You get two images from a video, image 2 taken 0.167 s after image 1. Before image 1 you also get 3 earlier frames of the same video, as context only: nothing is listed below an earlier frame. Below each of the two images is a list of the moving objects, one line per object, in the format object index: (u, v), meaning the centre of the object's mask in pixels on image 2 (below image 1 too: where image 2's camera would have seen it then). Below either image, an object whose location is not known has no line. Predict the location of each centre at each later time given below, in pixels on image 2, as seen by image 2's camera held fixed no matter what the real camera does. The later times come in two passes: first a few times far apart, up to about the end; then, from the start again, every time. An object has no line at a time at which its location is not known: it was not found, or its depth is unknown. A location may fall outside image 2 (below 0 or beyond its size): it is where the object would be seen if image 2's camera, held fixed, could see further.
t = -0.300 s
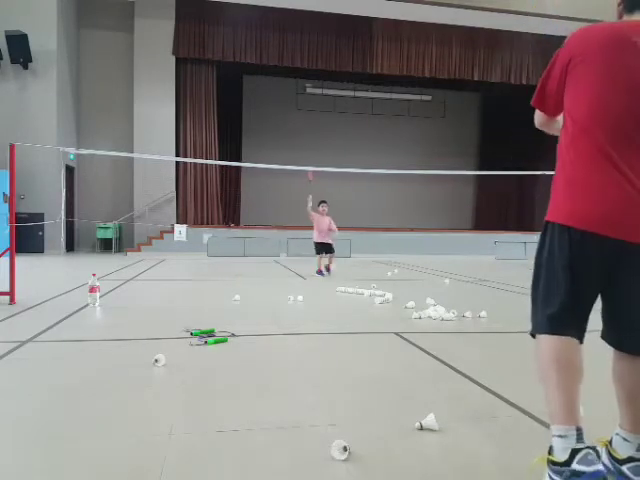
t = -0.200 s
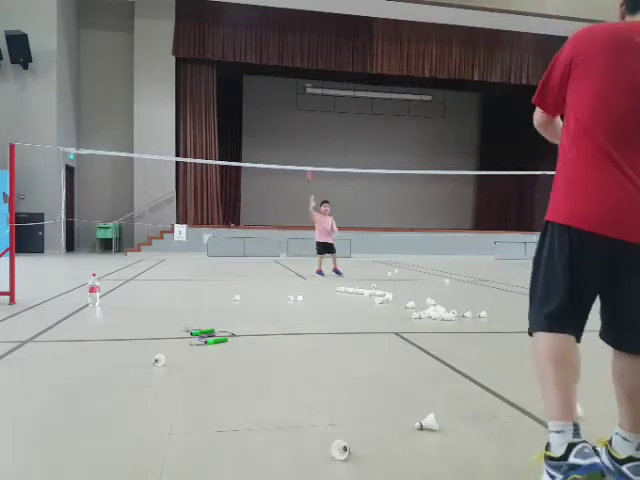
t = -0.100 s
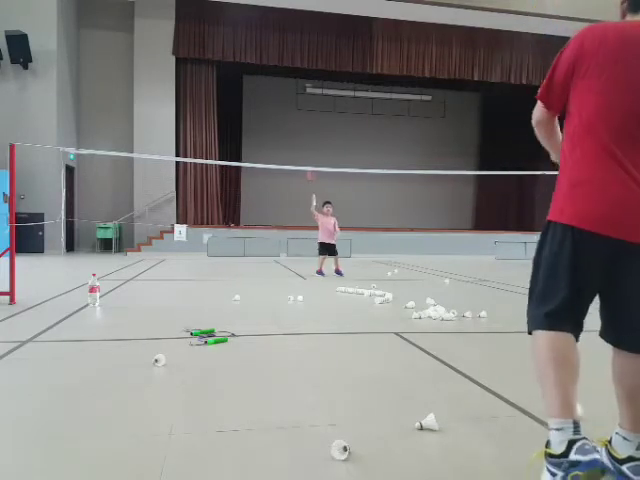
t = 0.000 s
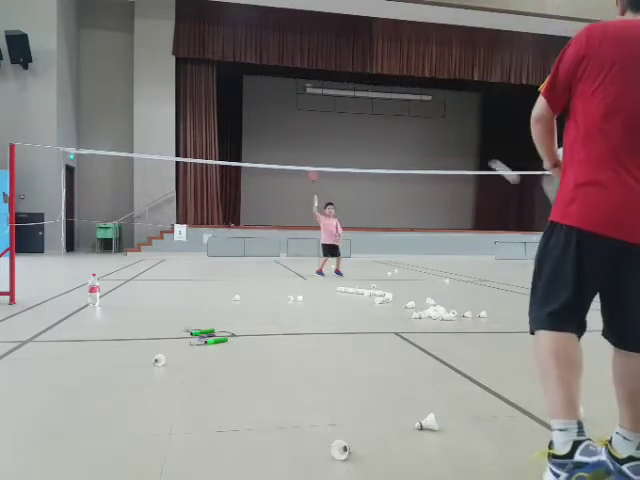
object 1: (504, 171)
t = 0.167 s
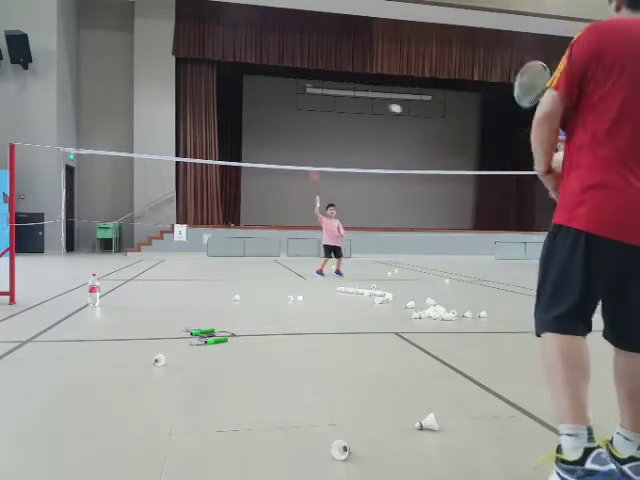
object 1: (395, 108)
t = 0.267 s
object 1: (366, 102)
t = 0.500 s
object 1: (329, 116)
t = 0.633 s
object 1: (316, 136)
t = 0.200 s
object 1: (384, 104)
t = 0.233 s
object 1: (374, 103)
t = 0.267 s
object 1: (366, 102)
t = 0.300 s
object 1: (359, 102)
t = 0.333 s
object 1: (352, 102)
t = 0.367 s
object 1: (347, 103)
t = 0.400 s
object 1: (340, 106)
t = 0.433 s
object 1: (337, 108)
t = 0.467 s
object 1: (332, 112)
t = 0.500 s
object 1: (329, 116)
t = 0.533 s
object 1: (325, 120)
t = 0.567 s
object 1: (322, 125)
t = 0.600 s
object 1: (319, 131)
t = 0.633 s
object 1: (316, 136)
